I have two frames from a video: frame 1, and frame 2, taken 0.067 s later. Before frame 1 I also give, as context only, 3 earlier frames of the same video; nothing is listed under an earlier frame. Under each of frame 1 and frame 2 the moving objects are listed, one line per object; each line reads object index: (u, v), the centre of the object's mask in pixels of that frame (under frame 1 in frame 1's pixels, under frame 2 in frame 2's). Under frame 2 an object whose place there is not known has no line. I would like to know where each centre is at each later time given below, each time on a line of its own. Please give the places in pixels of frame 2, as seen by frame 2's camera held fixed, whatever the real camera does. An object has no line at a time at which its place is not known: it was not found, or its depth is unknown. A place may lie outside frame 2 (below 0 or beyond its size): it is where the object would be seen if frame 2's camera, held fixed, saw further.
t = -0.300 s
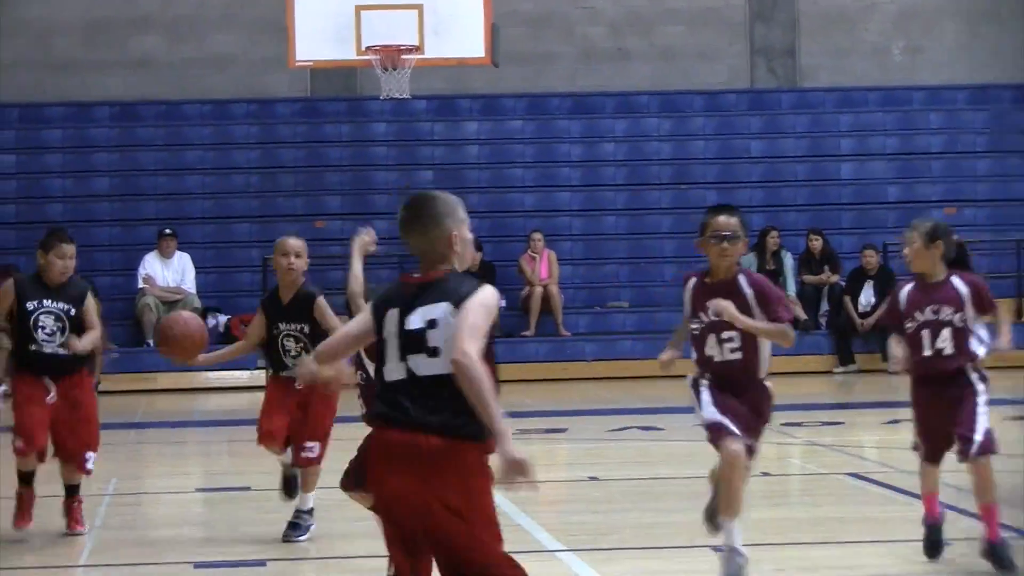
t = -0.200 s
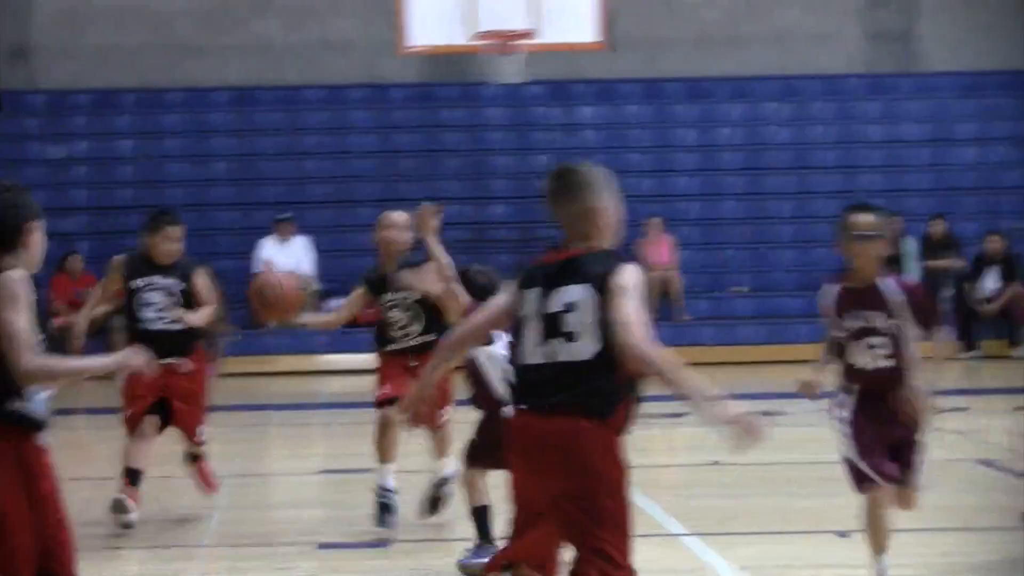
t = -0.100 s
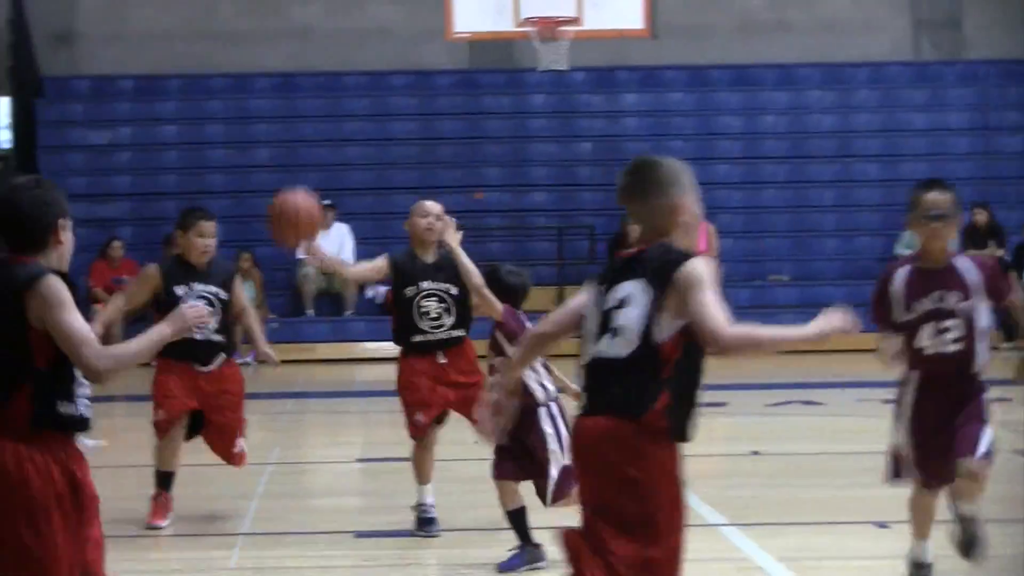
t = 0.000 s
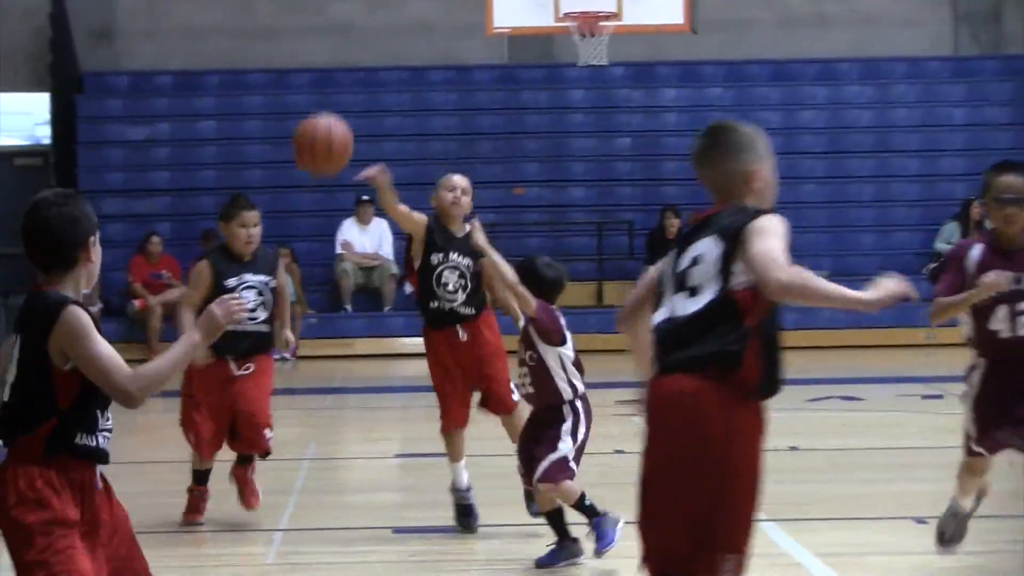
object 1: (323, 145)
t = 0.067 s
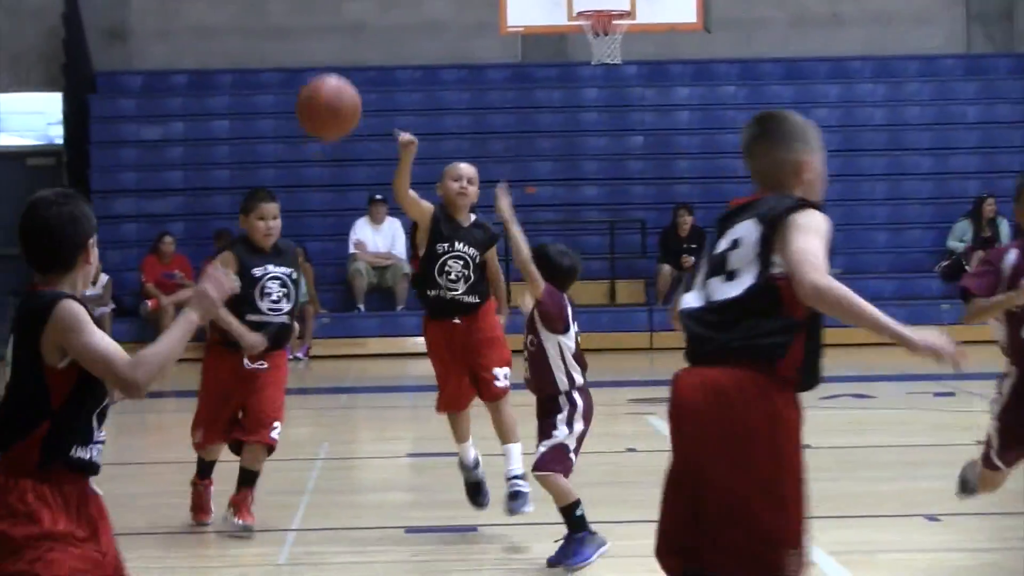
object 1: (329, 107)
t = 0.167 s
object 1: (314, 69)
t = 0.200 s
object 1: (312, 62)
